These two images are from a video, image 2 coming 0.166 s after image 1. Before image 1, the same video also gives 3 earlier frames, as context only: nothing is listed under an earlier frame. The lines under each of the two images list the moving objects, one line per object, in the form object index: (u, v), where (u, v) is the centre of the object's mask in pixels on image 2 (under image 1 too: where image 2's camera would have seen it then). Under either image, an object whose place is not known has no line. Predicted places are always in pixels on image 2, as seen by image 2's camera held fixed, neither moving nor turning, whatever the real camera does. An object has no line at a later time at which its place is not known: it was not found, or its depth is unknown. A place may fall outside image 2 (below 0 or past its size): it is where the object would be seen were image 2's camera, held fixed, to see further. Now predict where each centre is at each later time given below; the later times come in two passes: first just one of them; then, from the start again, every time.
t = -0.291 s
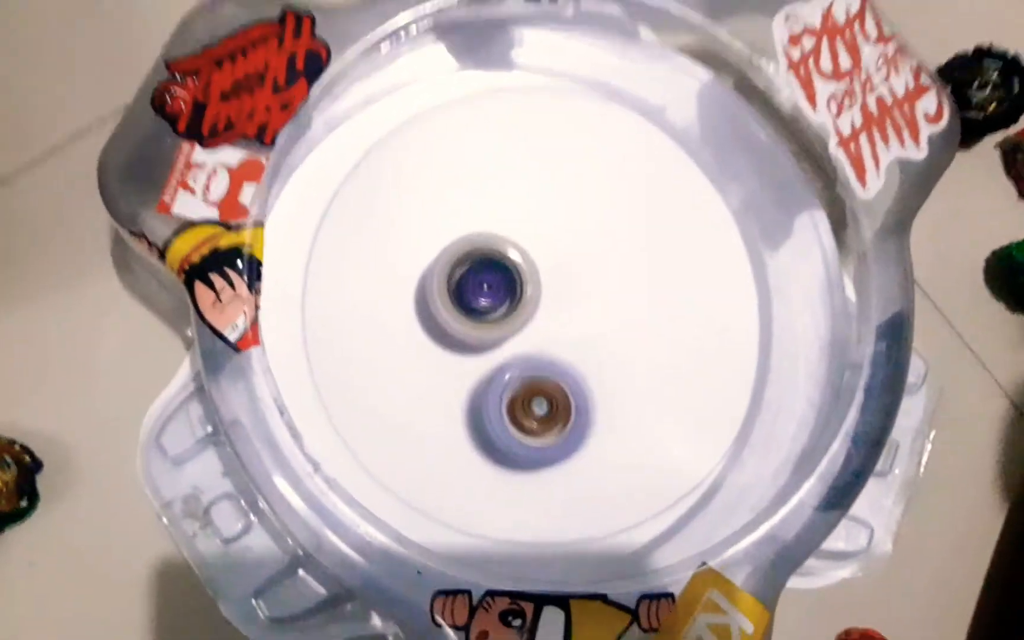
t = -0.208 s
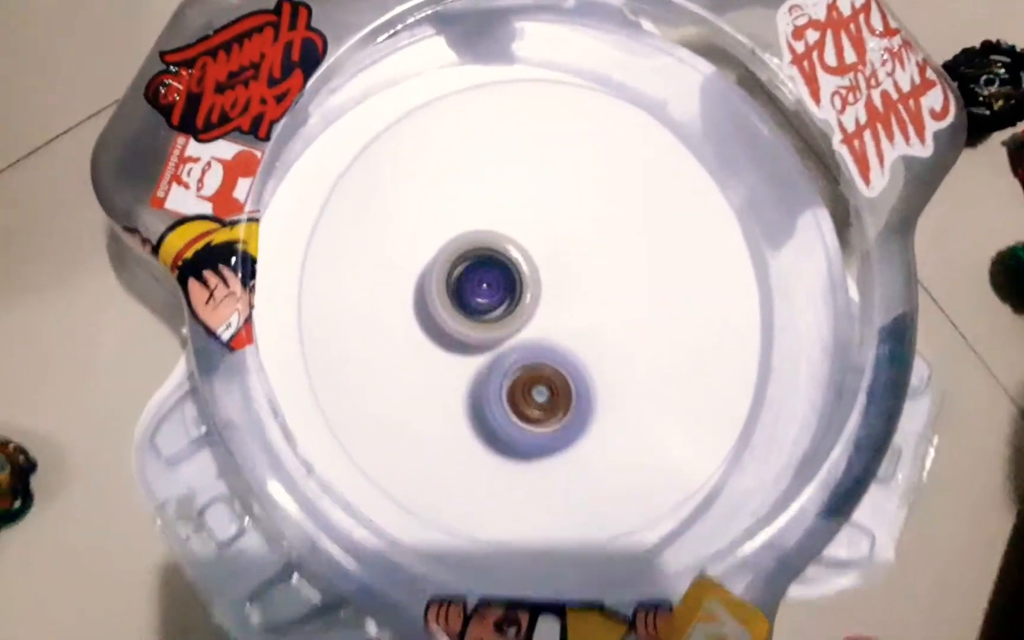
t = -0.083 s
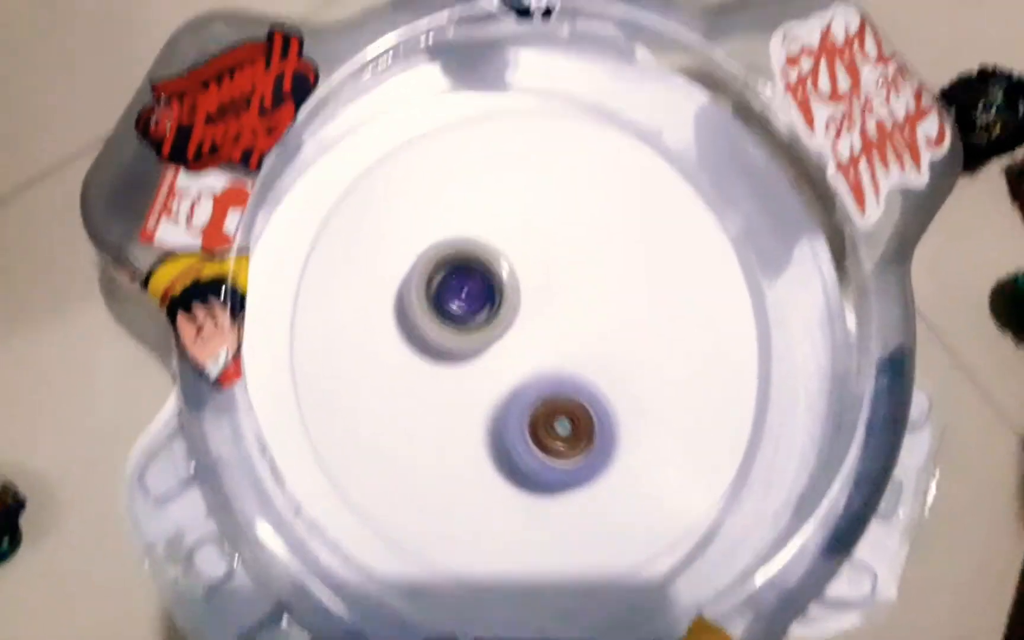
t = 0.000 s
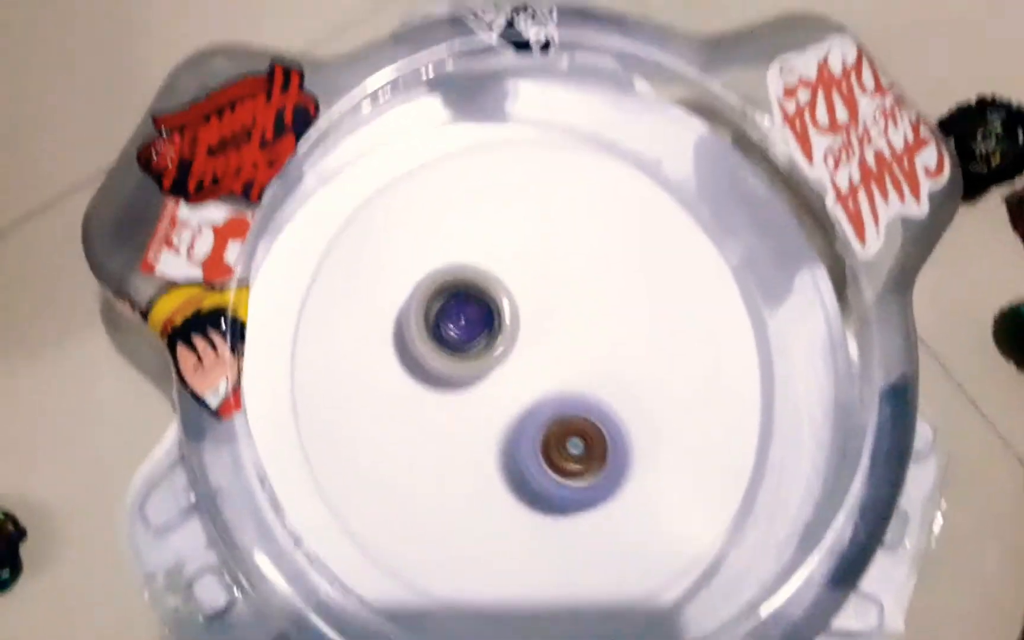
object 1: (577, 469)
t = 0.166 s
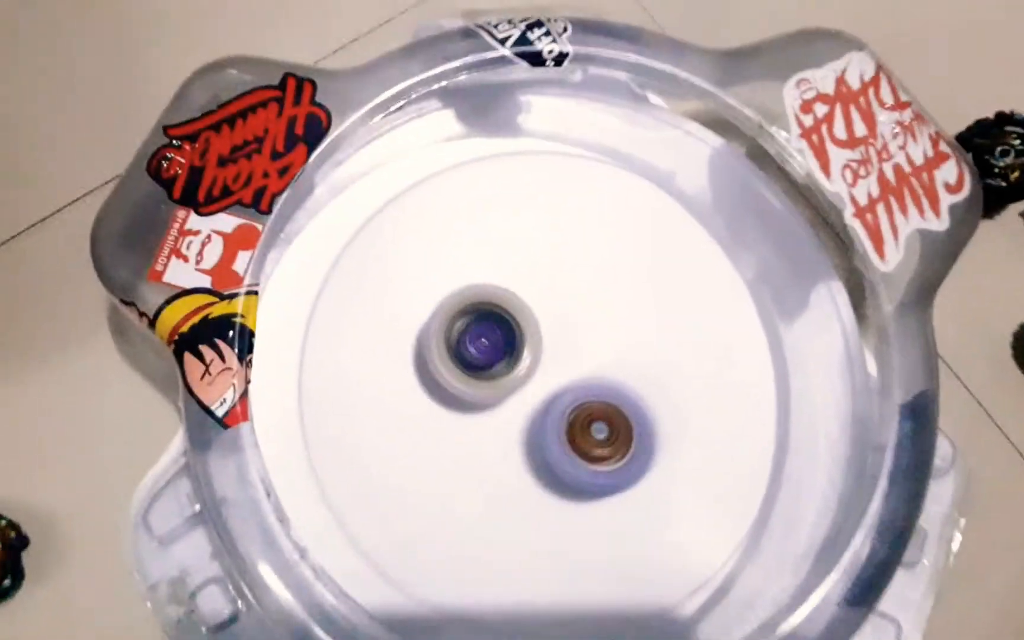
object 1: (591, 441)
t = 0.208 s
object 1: (594, 434)
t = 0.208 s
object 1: (594, 434)
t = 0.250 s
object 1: (597, 428)
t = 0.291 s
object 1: (605, 424)
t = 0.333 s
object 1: (614, 419)
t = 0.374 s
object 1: (620, 416)
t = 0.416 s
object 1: (626, 414)
